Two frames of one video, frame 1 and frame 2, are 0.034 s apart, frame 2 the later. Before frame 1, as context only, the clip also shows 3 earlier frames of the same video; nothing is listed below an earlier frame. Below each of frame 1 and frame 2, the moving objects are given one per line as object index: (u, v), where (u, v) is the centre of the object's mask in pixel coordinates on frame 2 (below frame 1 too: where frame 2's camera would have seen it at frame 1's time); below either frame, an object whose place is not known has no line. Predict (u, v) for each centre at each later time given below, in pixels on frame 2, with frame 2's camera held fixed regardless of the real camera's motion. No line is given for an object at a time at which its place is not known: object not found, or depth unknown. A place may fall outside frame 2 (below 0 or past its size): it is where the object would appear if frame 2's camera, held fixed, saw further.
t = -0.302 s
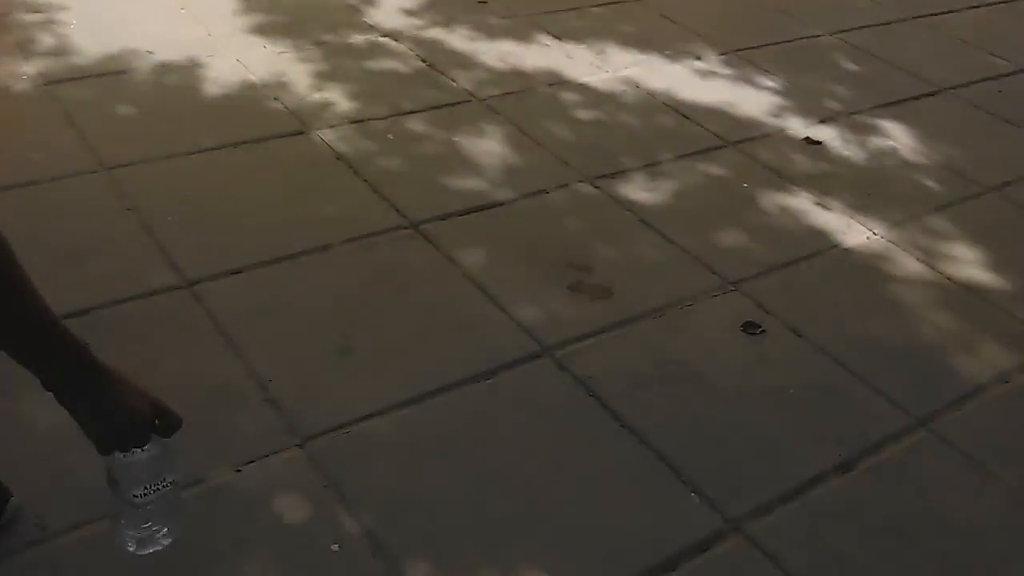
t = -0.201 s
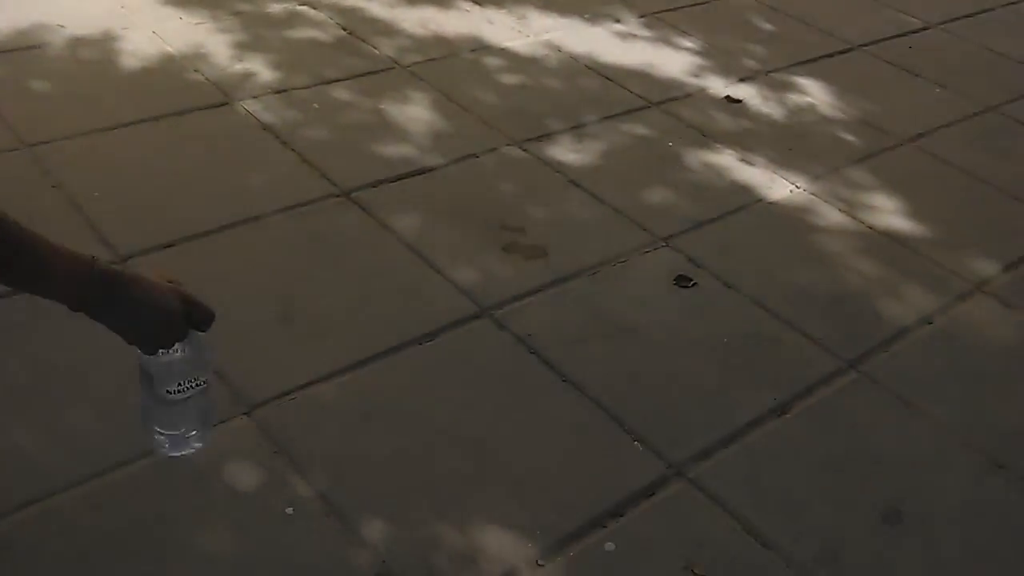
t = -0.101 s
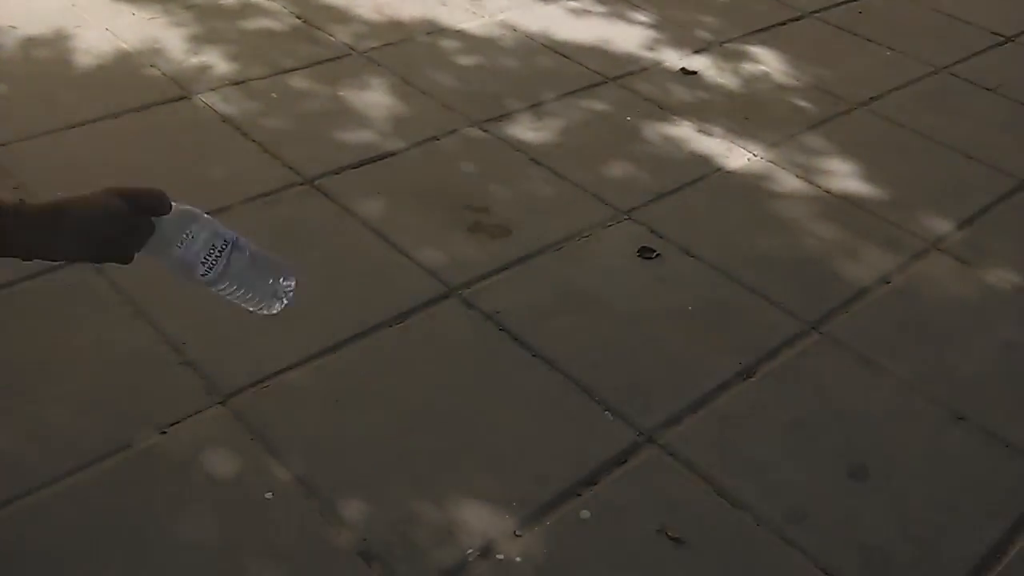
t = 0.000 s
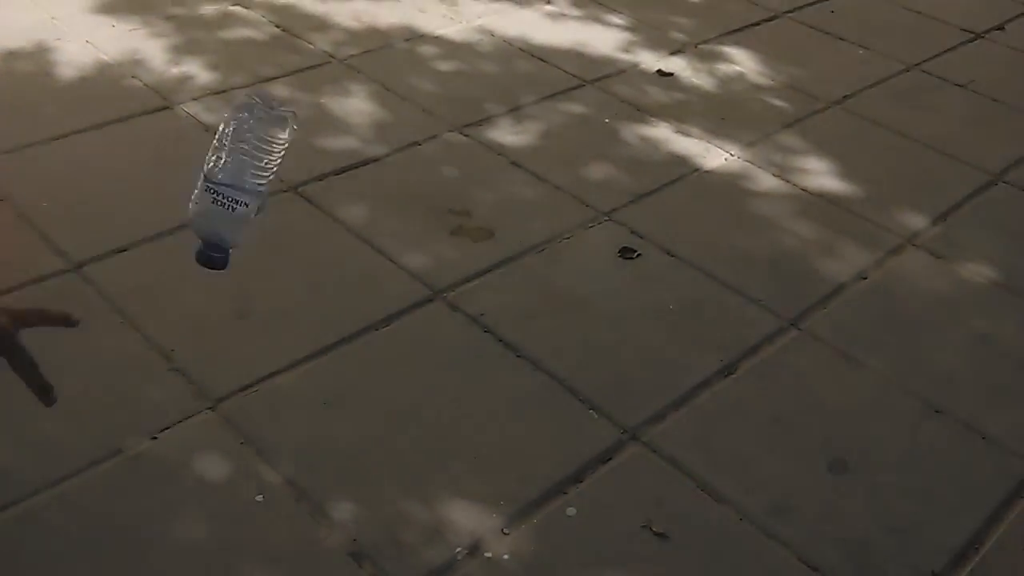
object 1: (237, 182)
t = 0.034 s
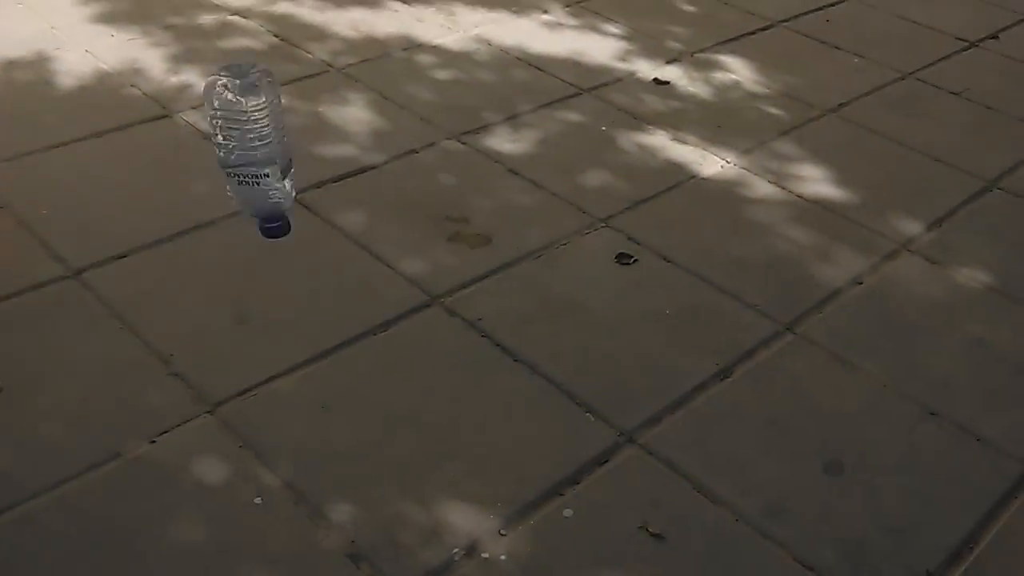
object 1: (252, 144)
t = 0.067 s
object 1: (257, 116)
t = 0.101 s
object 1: (259, 101)
